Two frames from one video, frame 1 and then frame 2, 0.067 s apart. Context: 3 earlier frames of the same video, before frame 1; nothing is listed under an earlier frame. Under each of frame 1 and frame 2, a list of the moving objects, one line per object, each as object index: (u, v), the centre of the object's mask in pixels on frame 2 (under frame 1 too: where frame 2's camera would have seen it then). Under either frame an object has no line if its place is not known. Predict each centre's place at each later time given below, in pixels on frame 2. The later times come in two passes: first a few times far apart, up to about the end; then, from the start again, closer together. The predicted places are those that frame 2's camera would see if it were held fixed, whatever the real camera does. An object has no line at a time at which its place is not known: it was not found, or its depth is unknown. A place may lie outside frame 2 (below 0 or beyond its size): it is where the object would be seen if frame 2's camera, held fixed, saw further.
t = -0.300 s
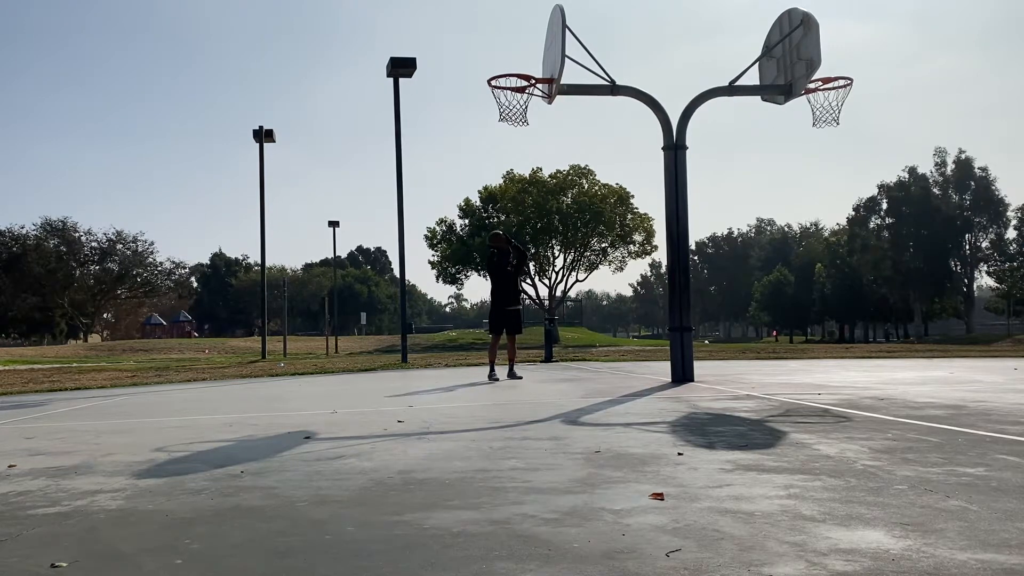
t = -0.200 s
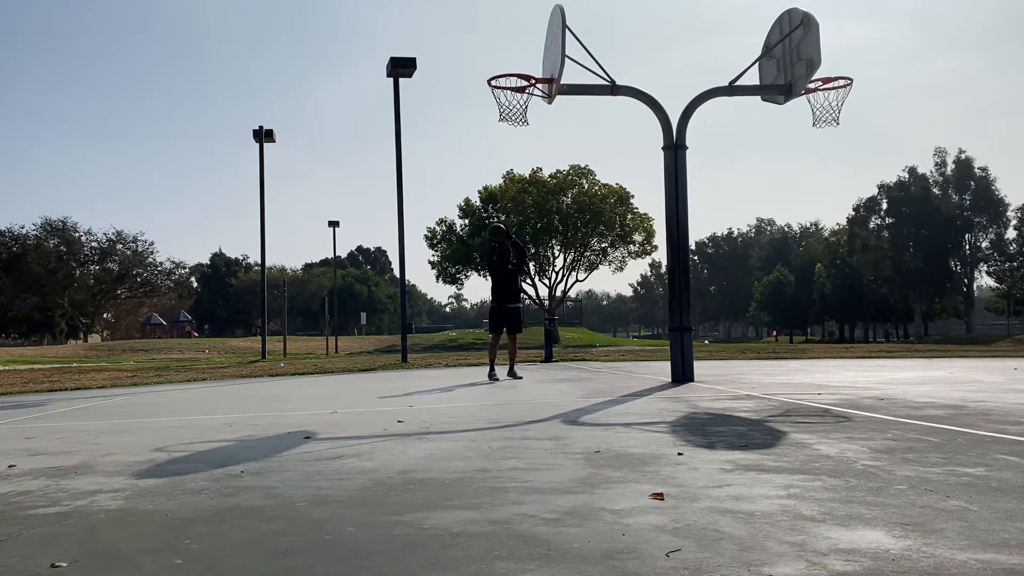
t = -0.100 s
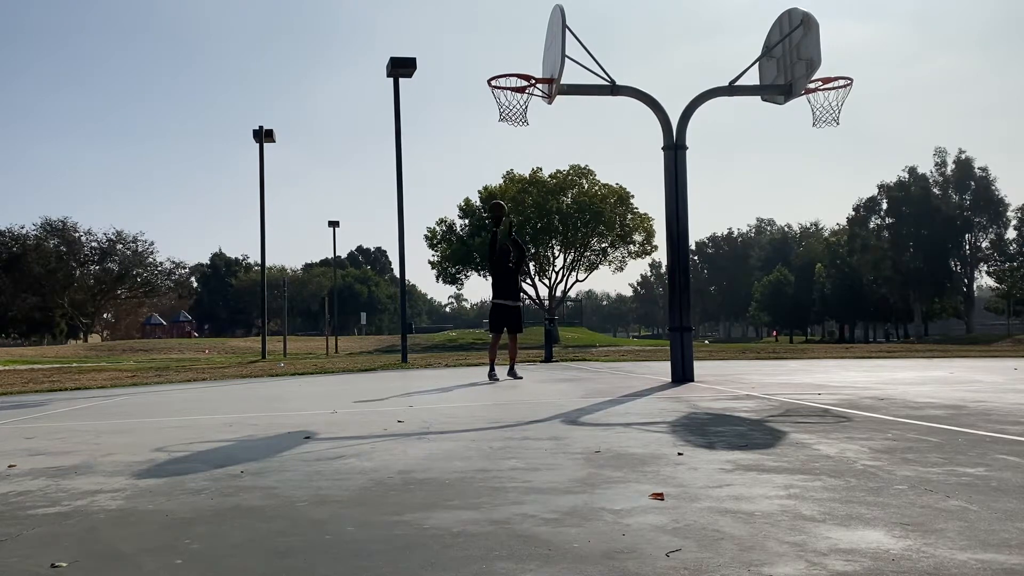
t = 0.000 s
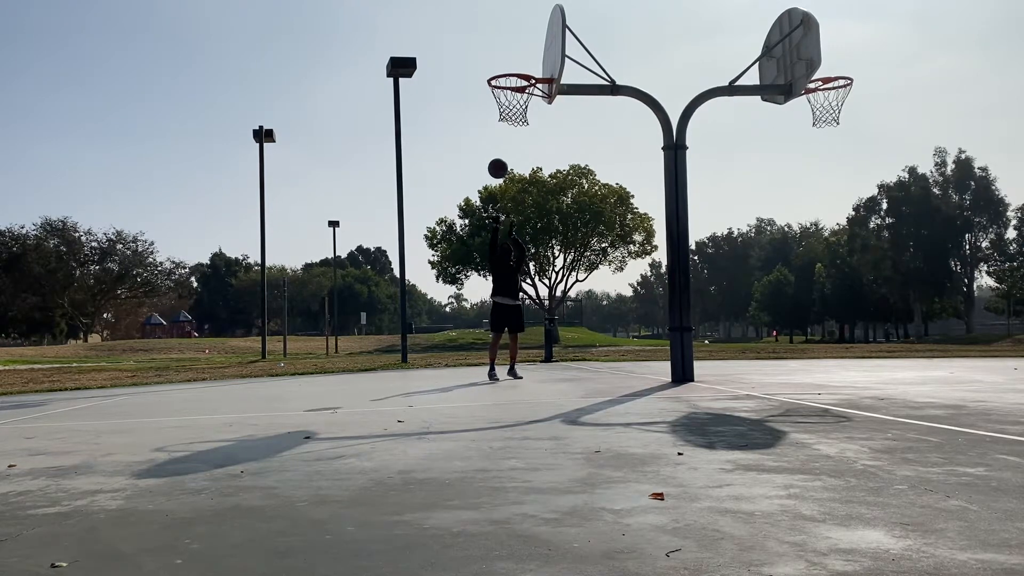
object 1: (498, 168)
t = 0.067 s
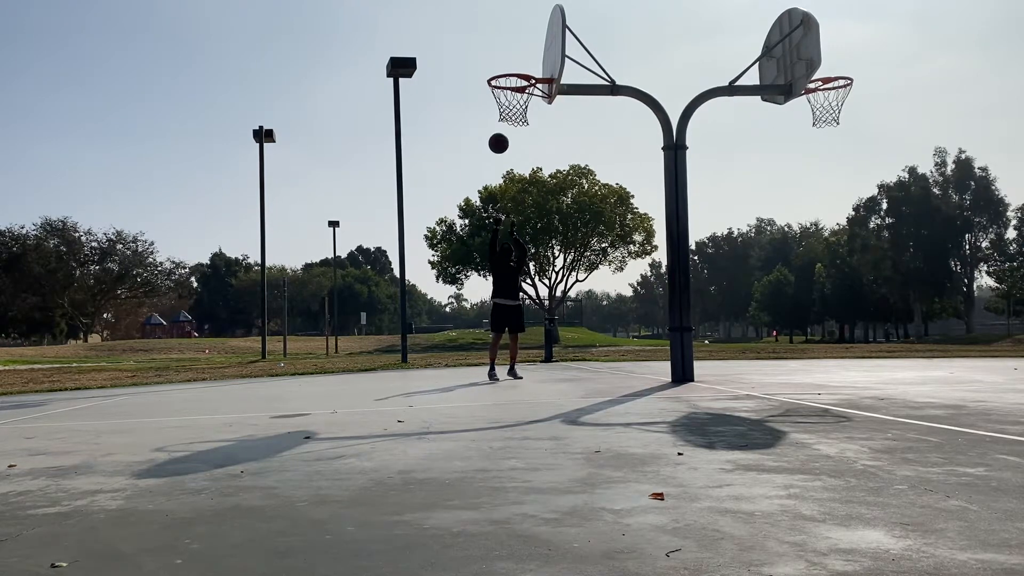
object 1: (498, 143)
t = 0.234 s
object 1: (501, 96)
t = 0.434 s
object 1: (505, 62)
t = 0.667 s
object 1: (511, 69)
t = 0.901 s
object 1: (517, 116)
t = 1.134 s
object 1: (521, 190)
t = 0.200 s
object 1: (500, 100)
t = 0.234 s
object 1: (501, 96)
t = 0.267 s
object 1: (502, 86)
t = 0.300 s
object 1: (503, 79)
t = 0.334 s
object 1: (502, 69)
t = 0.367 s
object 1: (503, 67)
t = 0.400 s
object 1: (504, 64)
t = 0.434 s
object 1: (505, 62)
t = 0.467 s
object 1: (505, 60)
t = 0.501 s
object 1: (506, 59)
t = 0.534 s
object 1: (507, 59)
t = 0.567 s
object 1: (508, 60)
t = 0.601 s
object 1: (509, 62)
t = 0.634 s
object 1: (510, 64)
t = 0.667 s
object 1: (511, 69)
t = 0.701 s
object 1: (512, 76)
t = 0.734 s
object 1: (513, 82)
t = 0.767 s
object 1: (515, 90)
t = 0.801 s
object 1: (516, 99)
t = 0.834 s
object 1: (517, 105)
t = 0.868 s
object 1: (517, 110)
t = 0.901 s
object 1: (517, 116)
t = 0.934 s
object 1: (518, 123)
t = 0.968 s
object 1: (518, 131)
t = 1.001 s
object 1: (519, 141)
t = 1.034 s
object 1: (519, 151)
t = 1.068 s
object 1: (519, 163)
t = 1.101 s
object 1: (520, 176)
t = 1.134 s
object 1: (521, 190)
